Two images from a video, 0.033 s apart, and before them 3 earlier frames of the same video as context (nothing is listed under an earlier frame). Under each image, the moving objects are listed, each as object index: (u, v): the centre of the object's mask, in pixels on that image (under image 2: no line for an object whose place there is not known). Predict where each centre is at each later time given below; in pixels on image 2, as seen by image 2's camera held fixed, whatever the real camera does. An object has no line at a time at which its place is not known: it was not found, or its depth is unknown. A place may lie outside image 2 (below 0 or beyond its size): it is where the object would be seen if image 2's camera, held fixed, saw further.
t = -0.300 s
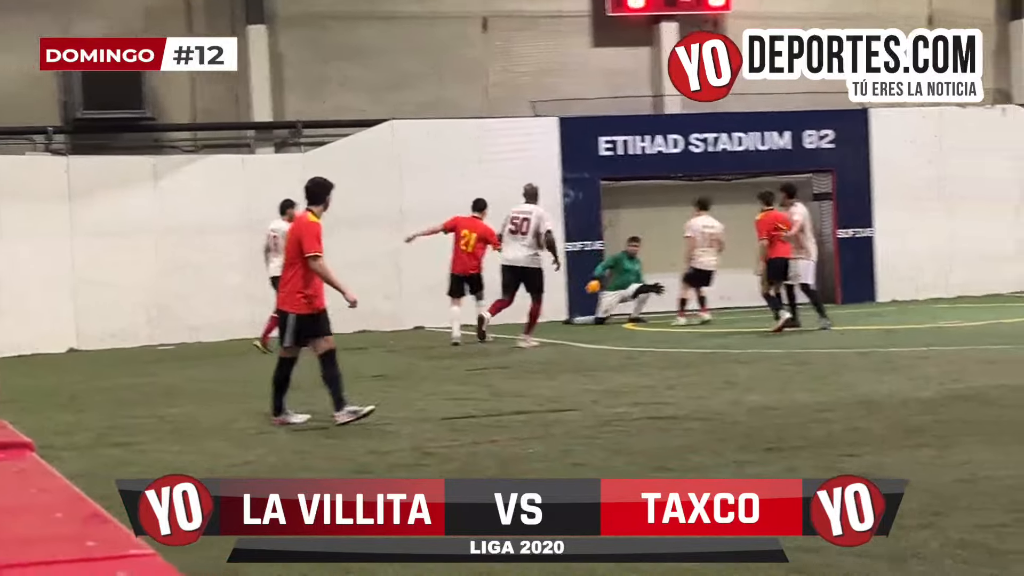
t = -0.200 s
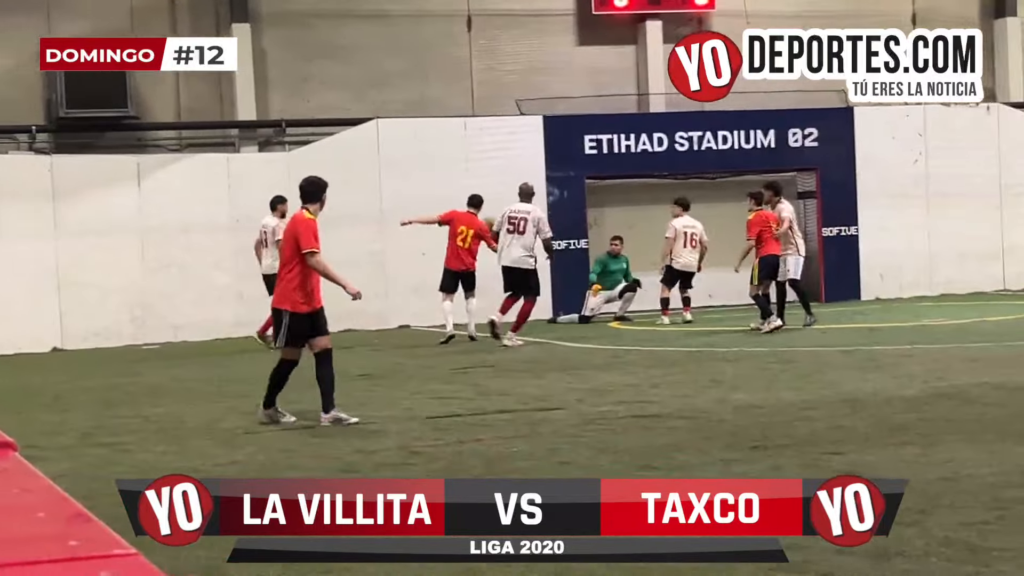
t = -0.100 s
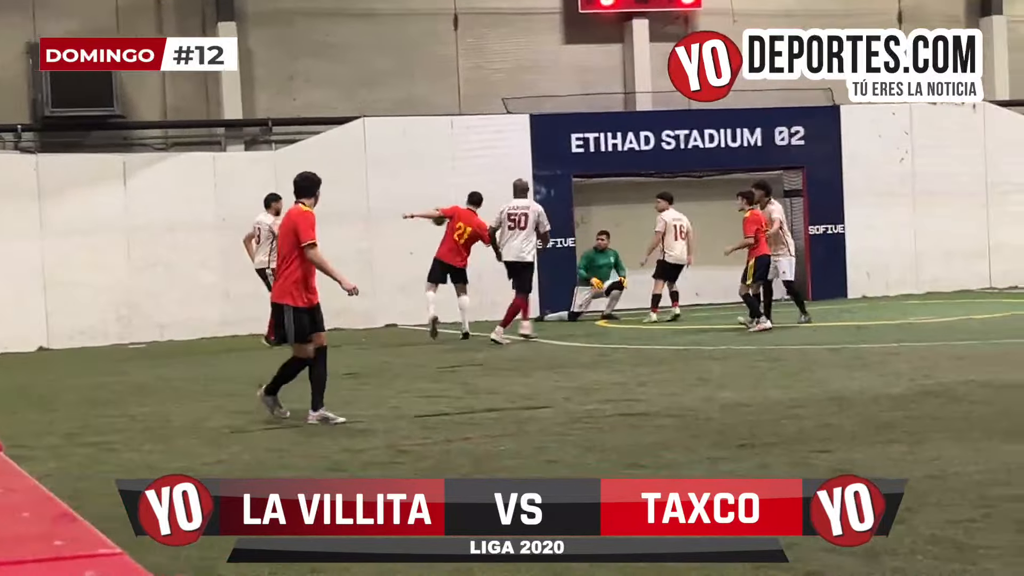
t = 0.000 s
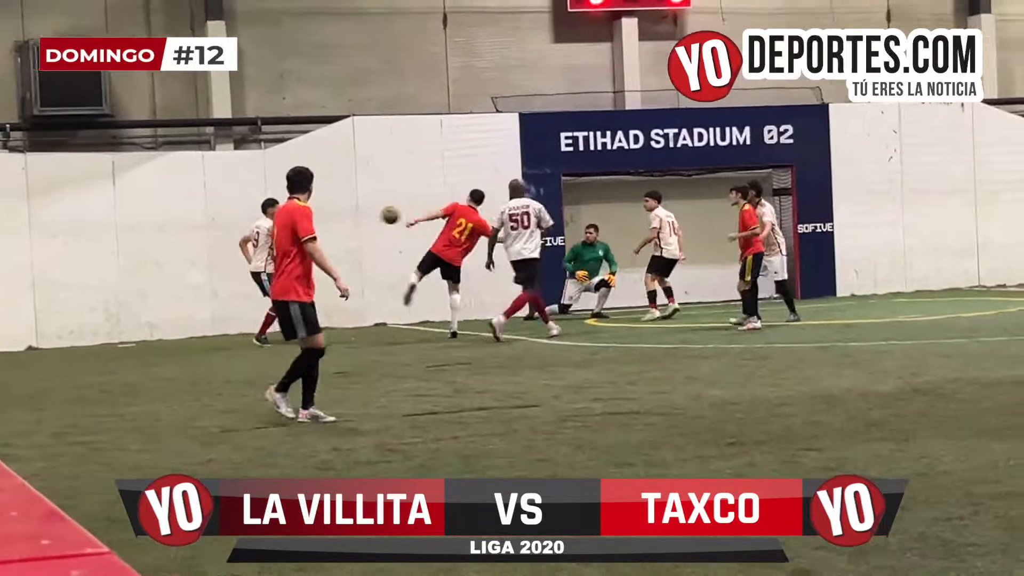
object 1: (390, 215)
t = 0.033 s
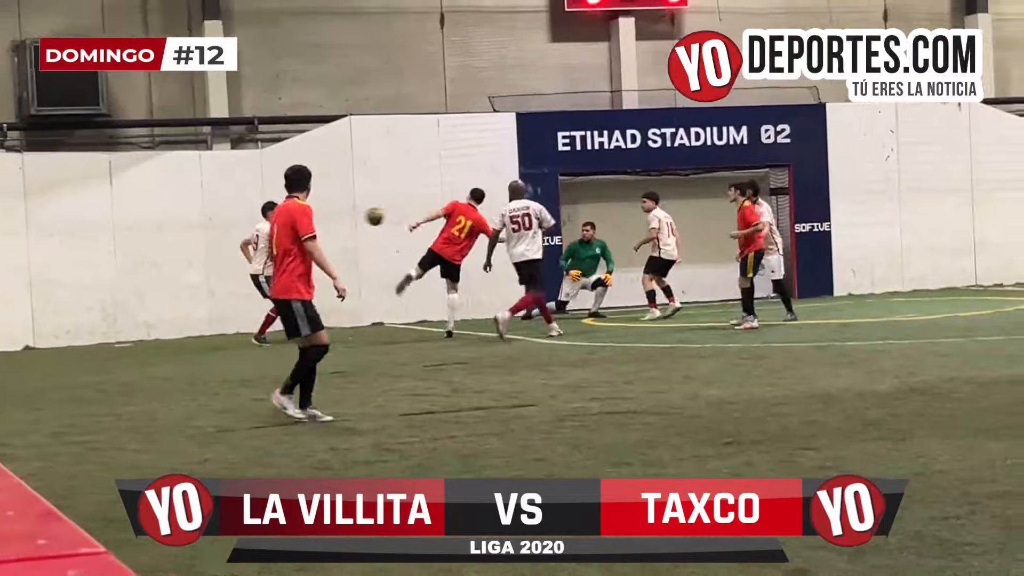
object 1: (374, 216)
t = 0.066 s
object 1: (361, 219)
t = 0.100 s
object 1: (348, 222)
